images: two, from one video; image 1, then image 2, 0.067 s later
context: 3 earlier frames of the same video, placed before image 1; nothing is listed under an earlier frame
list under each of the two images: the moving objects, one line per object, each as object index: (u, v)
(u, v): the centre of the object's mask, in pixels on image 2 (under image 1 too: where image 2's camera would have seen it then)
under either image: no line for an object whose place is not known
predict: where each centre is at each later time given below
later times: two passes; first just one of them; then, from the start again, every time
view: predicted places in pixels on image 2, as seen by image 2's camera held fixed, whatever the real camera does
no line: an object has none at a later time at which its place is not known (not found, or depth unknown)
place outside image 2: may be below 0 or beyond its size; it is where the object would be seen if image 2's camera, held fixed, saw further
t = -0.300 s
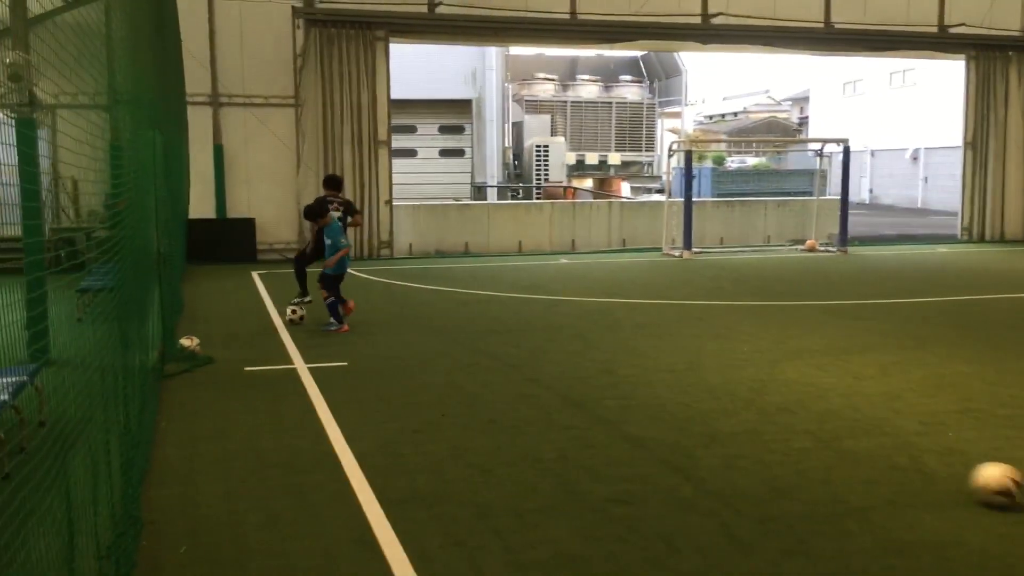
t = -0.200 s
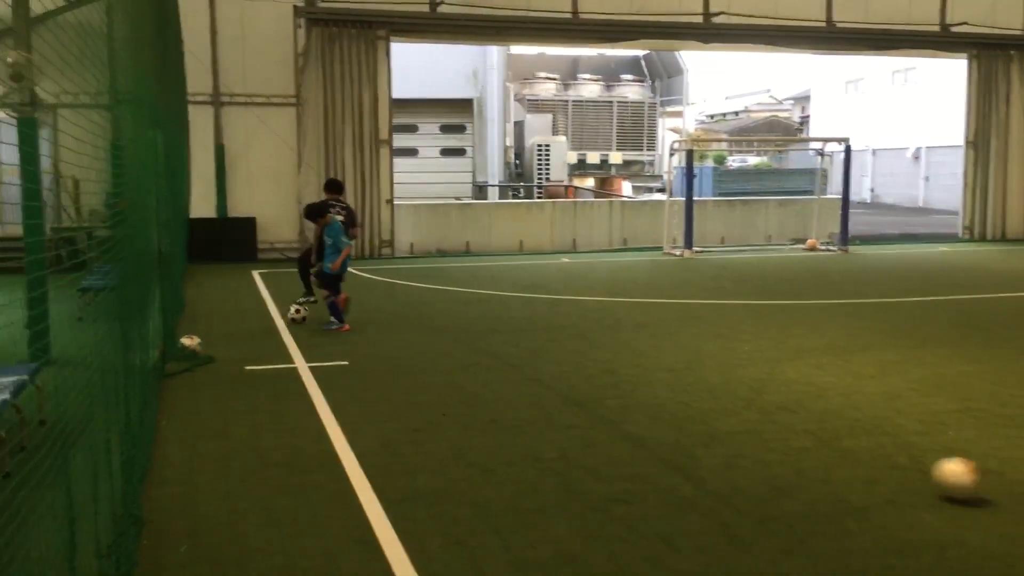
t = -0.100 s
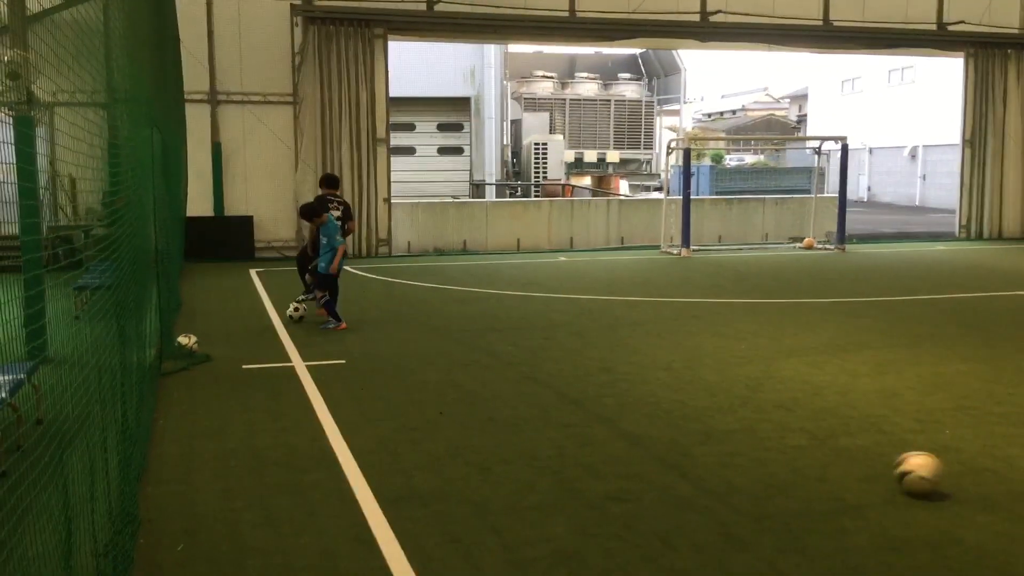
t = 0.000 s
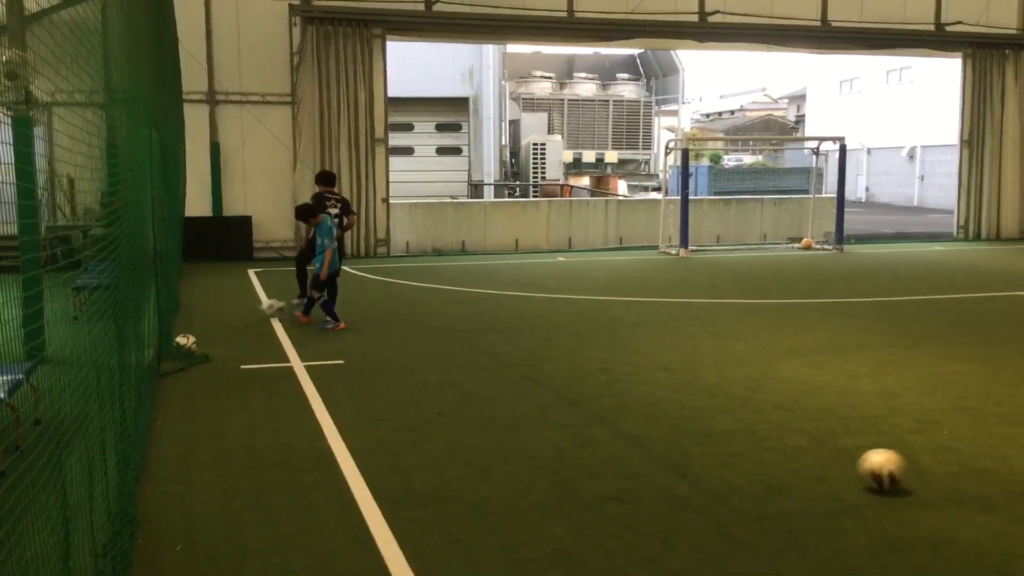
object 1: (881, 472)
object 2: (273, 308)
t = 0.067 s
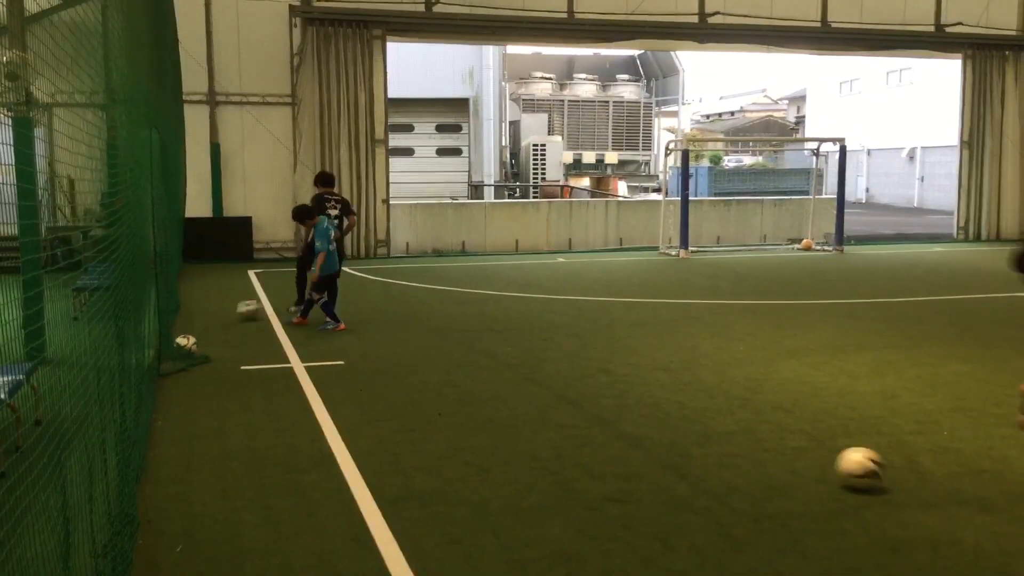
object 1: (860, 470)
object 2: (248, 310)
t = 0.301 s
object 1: (784, 461)
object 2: (187, 308)
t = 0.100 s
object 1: (849, 469)
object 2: (239, 310)
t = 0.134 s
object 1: (835, 466)
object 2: (229, 309)
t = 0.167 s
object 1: (827, 465)
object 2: (220, 309)
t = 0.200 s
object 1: (816, 465)
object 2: (210, 309)
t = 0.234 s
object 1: (807, 463)
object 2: (202, 308)
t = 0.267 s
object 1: (794, 462)
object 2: (193, 307)
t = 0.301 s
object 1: (784, 461)
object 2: (187, 308)
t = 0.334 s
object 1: (774, 459)
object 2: (181, 307)
